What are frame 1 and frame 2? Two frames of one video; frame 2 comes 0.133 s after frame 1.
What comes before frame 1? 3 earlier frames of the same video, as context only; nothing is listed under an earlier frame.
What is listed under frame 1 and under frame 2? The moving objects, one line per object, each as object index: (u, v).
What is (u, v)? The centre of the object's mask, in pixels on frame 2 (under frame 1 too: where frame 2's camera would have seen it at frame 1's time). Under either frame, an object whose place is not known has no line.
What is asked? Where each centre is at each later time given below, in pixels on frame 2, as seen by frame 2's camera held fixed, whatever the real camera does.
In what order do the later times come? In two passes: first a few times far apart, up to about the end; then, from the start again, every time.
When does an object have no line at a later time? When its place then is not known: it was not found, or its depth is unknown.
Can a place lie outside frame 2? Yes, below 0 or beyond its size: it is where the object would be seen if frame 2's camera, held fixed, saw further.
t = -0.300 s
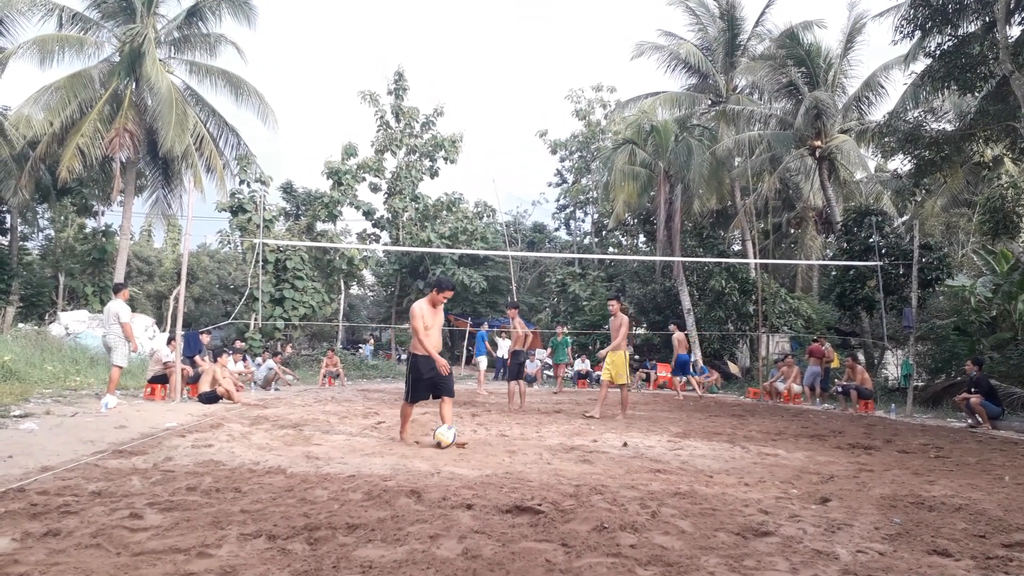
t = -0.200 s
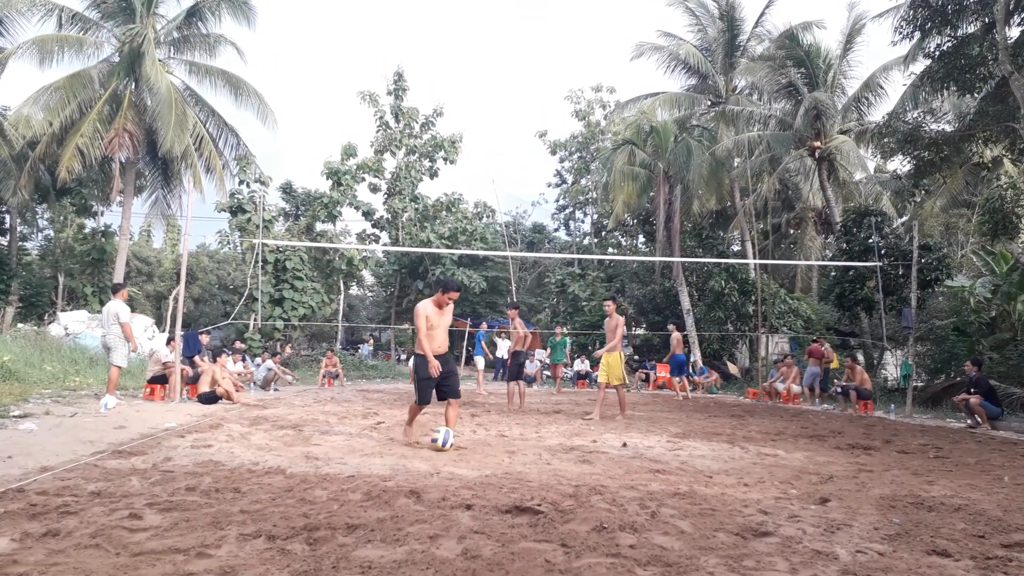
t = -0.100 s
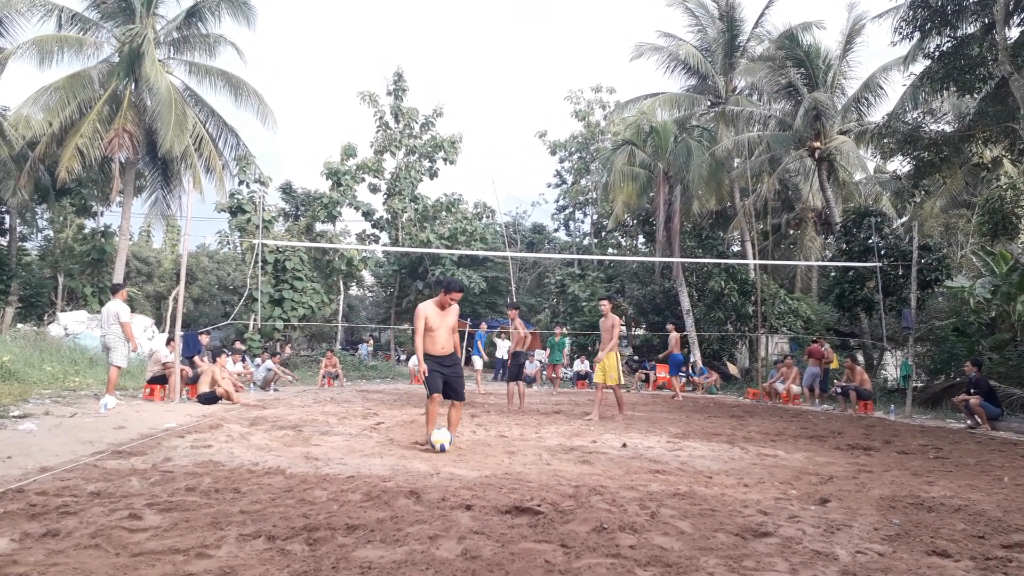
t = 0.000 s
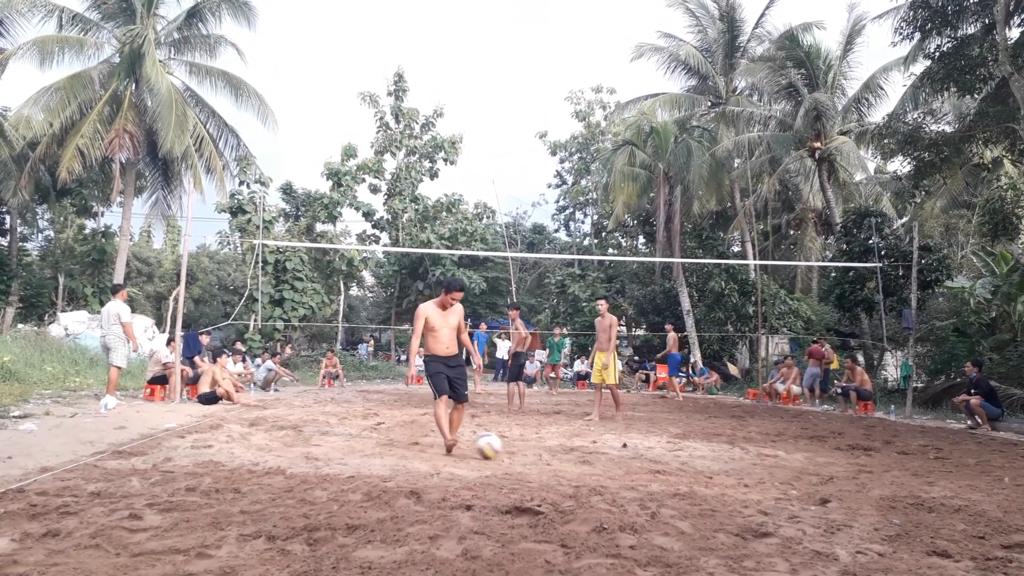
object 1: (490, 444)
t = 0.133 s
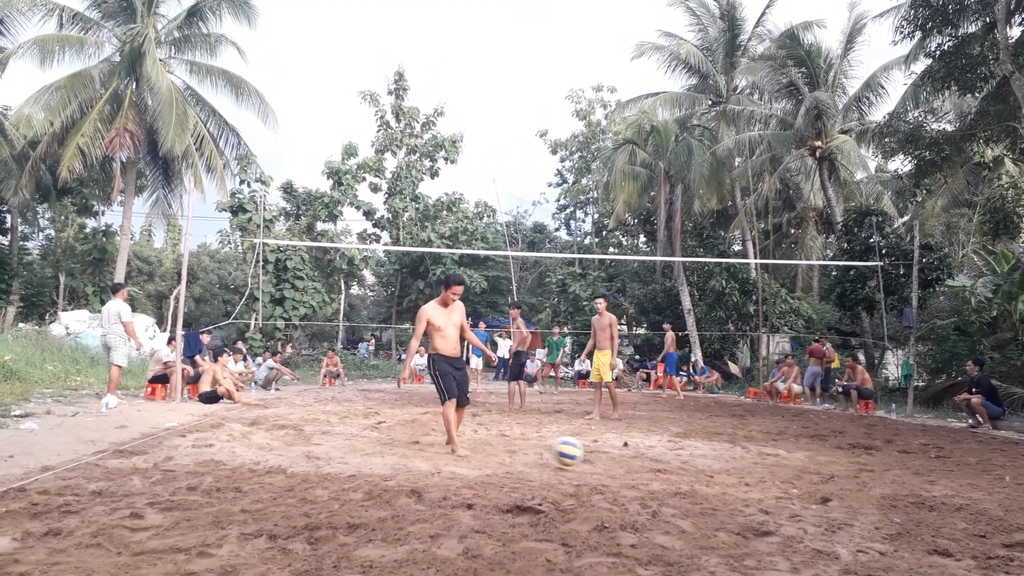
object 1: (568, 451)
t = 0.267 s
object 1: (653, 464)
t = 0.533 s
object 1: (823, 493)
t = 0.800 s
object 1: (1009, 525)
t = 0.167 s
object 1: (589, 454)
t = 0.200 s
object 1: (612, 459)
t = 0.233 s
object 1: (633, 464)
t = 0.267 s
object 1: (653, 464)
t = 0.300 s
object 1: (673, 465)
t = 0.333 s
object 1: (694, 469)
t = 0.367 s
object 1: (716, 473)
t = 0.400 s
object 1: (737, 478)
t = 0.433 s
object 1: (757, 479)
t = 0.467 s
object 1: (777, 482)
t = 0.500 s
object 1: (801, 486)
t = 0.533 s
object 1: (823, 493)
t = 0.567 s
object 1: (844, 494)
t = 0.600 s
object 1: (866, 493)
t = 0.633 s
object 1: (888, 495)
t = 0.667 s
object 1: (913, 500)
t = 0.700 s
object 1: (939, 507)
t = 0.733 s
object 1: (965, 518)
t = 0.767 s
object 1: (993, 525)
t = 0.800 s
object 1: (1009, 525)
